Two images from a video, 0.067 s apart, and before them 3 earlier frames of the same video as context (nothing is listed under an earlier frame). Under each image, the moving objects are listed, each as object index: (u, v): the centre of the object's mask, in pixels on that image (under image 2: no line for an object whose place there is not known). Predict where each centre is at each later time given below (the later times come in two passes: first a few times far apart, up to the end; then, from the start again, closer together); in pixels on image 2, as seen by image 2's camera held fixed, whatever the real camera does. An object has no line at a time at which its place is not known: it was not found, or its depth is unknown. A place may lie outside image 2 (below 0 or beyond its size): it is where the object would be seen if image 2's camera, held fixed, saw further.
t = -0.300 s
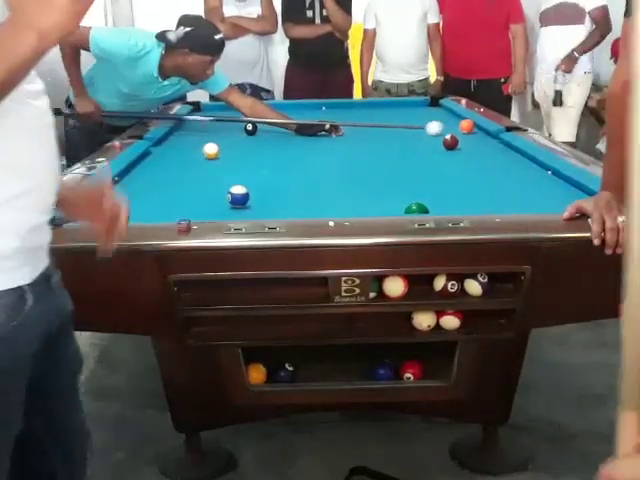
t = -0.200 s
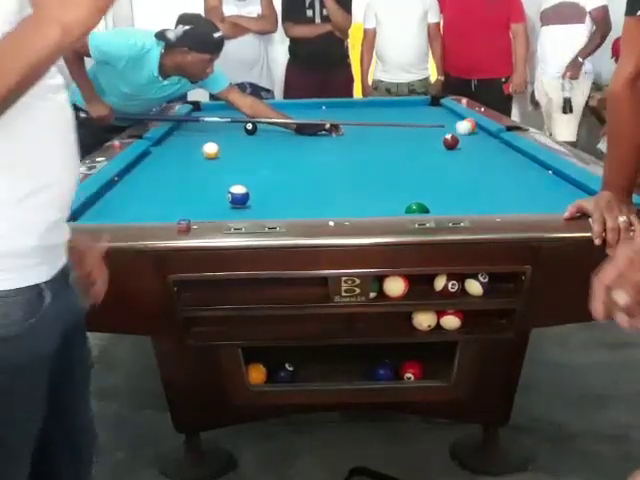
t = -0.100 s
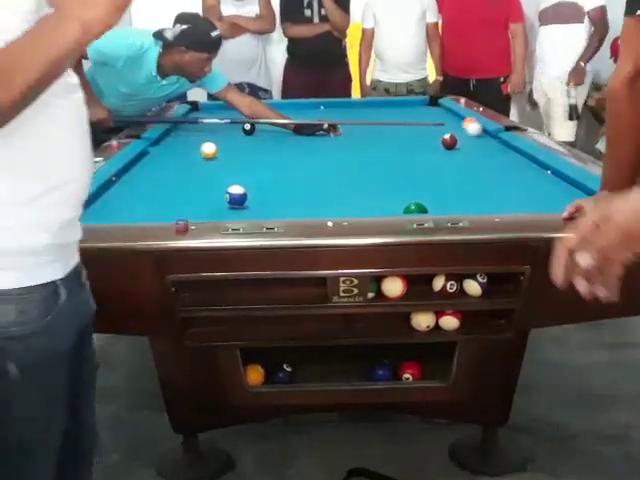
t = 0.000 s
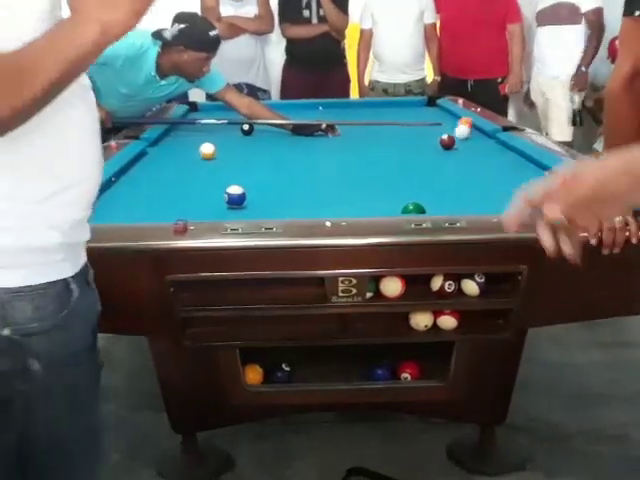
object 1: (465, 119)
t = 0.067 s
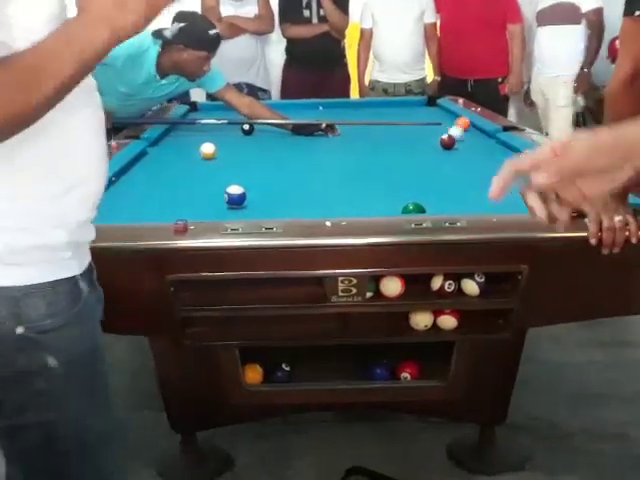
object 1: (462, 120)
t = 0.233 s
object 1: (457, 122)
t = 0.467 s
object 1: (449, 118)
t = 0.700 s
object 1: (443, 116)
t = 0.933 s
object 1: (437, 116)
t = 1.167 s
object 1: (433, 115)
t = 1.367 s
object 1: (430, 115)
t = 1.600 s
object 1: (428, 114)
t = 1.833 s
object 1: (426, 114)
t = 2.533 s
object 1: (425, 116)
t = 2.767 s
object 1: (425, 118)
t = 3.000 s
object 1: (426, 118)
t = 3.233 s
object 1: (426, 118)
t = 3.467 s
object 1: (426, 118)
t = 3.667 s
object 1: (426, 118)
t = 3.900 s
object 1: (426, 118)
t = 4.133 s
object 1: (426, 118)
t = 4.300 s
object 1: (428, 118)
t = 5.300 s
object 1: (426, 115)
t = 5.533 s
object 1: (426, 116)
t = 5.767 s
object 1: (425, 115)
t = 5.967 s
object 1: (426, 118)
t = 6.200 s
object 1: (426, 118)
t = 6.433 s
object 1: (426, 118)
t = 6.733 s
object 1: (425, 119)
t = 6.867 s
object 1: (428, 119)
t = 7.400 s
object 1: (427, 118)
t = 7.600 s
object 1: (426, 116)
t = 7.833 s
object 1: (426, 119)
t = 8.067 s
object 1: (426, 118)
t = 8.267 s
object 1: (427, 118)
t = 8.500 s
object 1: (427, 118)
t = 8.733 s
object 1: (427, 118)
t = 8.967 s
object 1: (427, 119)
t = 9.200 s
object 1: (427, 118)
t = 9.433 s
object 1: (427, 118)
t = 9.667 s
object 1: (427, 118)
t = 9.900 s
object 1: (427, 118)
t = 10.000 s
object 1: (427, 118)
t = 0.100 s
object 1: (461, 120)
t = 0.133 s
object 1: (460, 120)
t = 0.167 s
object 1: (458, 120)
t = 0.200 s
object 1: (457, 120)
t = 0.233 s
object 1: (457, 122)
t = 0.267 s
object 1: (456, 122)
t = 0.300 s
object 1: (454, 119)
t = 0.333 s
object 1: (454, 119)
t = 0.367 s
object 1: (453, 119)
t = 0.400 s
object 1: (452, 118)
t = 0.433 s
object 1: (450, 118)
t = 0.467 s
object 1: (449, 118)
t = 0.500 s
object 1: (448, 118)
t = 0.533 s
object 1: (448, 118)
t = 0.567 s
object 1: (447, 118)
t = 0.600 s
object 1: (446, 117)
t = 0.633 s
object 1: (444, 117)
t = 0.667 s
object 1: (444, 117)
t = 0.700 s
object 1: (443, 116)
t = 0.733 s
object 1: (443, 117)
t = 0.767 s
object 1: (441, 116)
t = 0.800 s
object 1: (441, 116)
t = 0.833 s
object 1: (440, 116)
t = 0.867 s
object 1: (439, 116)
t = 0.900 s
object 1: (438, 116)
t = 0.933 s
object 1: (437, 116)
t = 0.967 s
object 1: (437, 115)
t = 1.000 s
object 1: (435, 116)
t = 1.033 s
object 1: (436, 115)
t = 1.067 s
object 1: (435, 115)
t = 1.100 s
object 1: (434, 115)
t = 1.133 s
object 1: (433, 115)
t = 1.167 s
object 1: (433, 115)
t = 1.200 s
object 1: (433, 115)
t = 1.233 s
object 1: (432, 115)
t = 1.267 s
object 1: (432, 115)
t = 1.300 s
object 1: (431, 115)
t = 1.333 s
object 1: (430, 115)
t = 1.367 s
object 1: (430, 115)
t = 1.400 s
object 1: (430, 115)
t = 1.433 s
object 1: (430, 115)
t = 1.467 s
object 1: (429, 115)
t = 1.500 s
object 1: (429, 114)
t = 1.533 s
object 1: (428, 115)
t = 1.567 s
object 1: (428, 114)
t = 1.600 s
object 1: (428, 114)
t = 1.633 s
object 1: (428, 114)
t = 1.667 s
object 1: (427, 114)
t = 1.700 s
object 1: (427, 114)
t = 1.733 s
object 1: (430, 116)
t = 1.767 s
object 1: (427, 114)
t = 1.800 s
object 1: (427, 114)
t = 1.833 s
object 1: (426, 114)
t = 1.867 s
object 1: (426, 114)
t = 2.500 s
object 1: (429, 116)
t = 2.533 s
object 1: (425, 116)
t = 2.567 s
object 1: (426, 115)
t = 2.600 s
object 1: (425, 115)
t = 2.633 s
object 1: (425, 118)
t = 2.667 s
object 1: (425, 118)
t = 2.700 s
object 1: (425, 118)
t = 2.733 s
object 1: (425, 118)
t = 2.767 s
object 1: (425, 118)
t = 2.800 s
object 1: (426, 118)
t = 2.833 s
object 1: (425, 118)
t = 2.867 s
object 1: (425, 118)
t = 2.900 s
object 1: (425, 118)
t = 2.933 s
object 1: (425, 118)
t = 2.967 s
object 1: (426, 118)
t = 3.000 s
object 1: (426, 118)
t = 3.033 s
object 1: (426, 118)
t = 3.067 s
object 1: (426, 118)
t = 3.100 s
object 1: (426, 118)
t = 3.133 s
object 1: (426, 118)
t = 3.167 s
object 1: (426, 118)
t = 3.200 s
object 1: (426, 118)
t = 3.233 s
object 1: (426, 118)
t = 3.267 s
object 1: (426, 118)
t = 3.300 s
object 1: (426, 118)
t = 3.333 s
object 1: (426, 118)
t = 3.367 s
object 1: (425, 118)
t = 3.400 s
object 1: (426, 118)
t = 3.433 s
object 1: (425, 118)
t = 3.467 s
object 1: (426, 118)
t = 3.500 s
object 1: (426, 118)
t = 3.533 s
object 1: (426, 118)
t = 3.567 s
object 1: (426, 118)
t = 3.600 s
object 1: (426, 118)
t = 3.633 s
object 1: (426, 118)
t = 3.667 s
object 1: (426, 118)
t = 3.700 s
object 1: (426, 118)
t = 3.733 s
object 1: (426, 118)
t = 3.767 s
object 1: (426, 118)
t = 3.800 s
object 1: (426, 118)
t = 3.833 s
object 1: (426, 118)
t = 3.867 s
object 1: (426, 118)
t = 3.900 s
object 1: (426, 118)
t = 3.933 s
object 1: (426, 118)
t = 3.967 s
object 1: (426, 118)
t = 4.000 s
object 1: (426, 118)
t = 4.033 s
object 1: (426, 118)
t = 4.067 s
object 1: (426, 118)
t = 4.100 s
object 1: (426, 118)
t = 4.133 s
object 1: (426, 118)
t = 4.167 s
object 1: (426, 118)
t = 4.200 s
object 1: (426, 118)
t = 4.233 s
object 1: (426, 118)
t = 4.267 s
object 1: (426, 118)
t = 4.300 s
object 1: (428, 118)
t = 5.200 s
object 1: (426, 115)
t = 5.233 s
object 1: (426, 115)
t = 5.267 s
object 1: (426, 115)
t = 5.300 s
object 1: (426, 115)
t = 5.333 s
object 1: (426, 115)
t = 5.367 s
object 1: (426, 115)
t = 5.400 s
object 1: (426, 115)
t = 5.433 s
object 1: (426, 115)
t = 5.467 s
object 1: (426, 115)
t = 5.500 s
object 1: (426, 116)
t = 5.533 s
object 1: (426, 116)
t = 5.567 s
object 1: (426, 115)
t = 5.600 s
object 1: (426, 115)
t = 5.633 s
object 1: (426, 116)
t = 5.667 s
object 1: (425, 115)
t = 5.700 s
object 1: (425, 115)
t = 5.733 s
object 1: (425, 115)
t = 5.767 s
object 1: (425, 115)
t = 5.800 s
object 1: (426, 118)
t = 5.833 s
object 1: (426, 118)
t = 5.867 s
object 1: (426, 118)
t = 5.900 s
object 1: (426, 118)
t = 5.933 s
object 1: (426, 118)
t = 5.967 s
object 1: (426, 118)
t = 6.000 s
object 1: (426, 118)
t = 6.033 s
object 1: (426, 118)
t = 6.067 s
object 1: (426, 118)
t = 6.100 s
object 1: (426, 118)
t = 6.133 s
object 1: (426, 118)
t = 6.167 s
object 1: (426, 118)
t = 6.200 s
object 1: (426, 118)
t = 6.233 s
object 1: (426, 118)
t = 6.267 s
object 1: (426, 118)
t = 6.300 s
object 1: (426, 118)
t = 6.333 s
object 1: (426, 118)
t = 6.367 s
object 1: (426, 118)
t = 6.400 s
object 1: (425, 118)
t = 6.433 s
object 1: (426, 118)
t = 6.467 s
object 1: (426, 118)
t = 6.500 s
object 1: (426, 118)
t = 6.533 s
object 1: (426, 118)
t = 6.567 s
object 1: (426, 118)
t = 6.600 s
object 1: (427, 120)
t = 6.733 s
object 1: (425, 119)
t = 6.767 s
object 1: (426, 119)
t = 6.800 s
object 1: (426, 119)
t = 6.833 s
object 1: (426, 119)
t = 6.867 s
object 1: (428, 119)
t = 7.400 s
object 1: (427, 118)
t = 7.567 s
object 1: (423, 118)
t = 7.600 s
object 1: (426, 116)
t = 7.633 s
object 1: (426, 115)
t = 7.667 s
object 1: (426, 116)
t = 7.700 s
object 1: (426, 116)
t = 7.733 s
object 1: (426, 116)
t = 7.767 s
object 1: (426, 116)
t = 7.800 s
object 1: (426, 119)
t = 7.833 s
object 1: (426, 119)
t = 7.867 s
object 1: (426, 119)
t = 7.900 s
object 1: (426, 119)
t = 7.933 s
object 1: (426, 119)
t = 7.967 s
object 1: (426, 119)
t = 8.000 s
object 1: (426, 119)
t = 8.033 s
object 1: (426, 119)
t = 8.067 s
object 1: (426, 118)
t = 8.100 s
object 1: (426, 118)
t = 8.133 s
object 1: (426, 119)
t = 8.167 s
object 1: (426, 119)
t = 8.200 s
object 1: (426, 118)
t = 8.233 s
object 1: (426, 118)
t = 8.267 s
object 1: (427, 118)
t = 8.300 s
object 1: (427, 118)
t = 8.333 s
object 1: (426, 119)
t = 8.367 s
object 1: (427, 119)
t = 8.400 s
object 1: (427, 118)
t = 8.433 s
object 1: (427, 118)
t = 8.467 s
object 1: (427, 119)
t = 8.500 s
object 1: (427, 118)
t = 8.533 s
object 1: (427, 118)
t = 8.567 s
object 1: (427, 118)
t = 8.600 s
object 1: (427, 118)
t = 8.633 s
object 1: (427, 118)
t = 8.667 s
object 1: (427, 118)
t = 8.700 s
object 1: (427, 118)
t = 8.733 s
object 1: (427, 118)
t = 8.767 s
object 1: (427, 118)
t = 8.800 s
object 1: (427, 118)
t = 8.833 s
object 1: (427, 118)
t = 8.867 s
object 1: (427, 119)
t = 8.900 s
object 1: (427, 119)
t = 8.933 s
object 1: (427, 119)
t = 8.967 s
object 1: (427, 119)
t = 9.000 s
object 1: (427, 119)
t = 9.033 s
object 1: (427, 119)
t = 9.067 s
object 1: (427, 119)
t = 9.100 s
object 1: (427, 119)
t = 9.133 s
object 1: (427, 119)
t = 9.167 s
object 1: (427, 118)
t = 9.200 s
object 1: (427, 118)
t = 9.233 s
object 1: (427, 118)
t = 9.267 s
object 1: (427, 118)
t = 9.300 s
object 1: (427, 118)
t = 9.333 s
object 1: (427, 118)
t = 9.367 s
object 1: (427, 118)
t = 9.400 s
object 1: (427, 118)
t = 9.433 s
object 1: (427, 118)
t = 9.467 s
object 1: (427, 118)
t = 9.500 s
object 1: (427, 118)
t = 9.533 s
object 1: (427, 118)
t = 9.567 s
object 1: (427, 118)
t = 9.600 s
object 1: (427, 118)
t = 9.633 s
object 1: (427, 118)
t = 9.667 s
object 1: (427, 118)
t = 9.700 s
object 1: (427, 118)
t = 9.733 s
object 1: (427, 118)
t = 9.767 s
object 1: (427, 118)
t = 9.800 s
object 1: (427, 118)
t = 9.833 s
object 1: (427, 118)
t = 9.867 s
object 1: (427, 118)
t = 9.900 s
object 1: (427, 118)
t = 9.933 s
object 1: (427, 118)
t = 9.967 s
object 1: (427, 118)
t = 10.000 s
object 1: (427, 118)
